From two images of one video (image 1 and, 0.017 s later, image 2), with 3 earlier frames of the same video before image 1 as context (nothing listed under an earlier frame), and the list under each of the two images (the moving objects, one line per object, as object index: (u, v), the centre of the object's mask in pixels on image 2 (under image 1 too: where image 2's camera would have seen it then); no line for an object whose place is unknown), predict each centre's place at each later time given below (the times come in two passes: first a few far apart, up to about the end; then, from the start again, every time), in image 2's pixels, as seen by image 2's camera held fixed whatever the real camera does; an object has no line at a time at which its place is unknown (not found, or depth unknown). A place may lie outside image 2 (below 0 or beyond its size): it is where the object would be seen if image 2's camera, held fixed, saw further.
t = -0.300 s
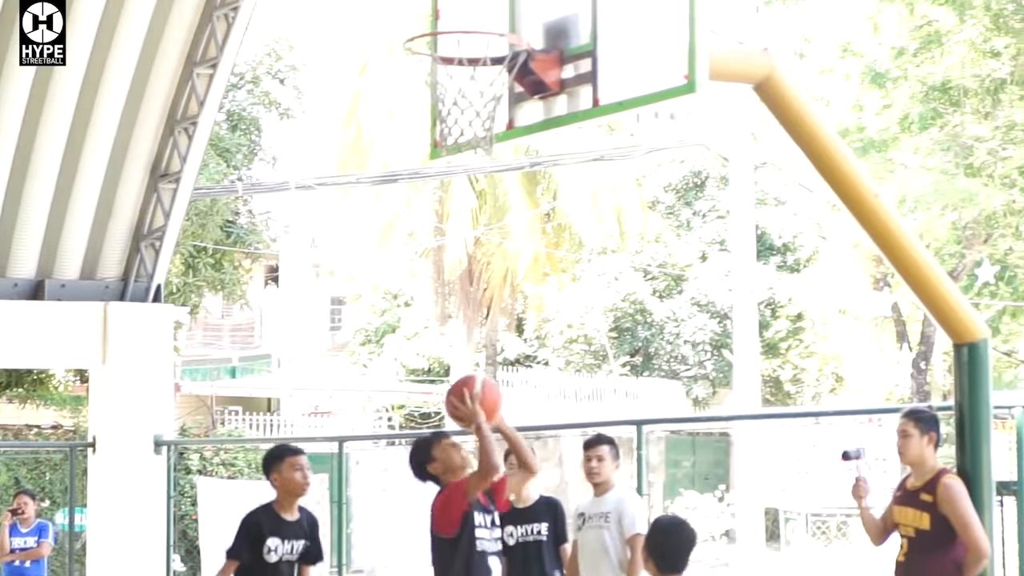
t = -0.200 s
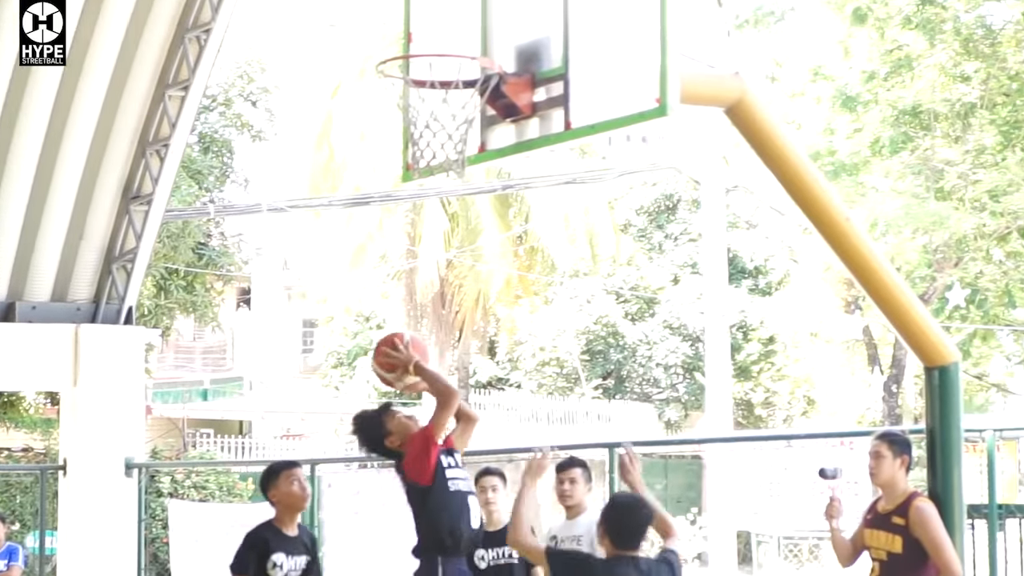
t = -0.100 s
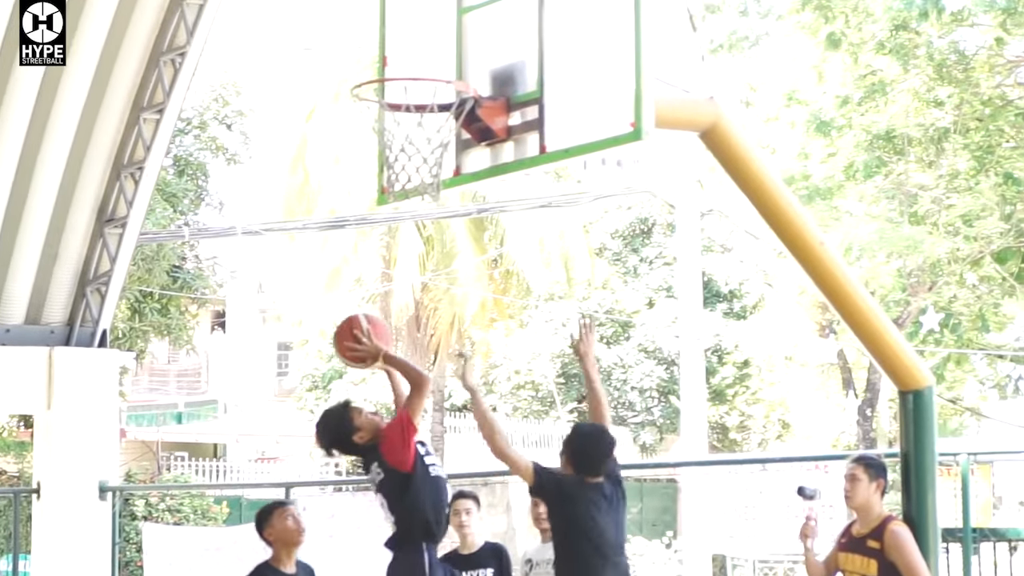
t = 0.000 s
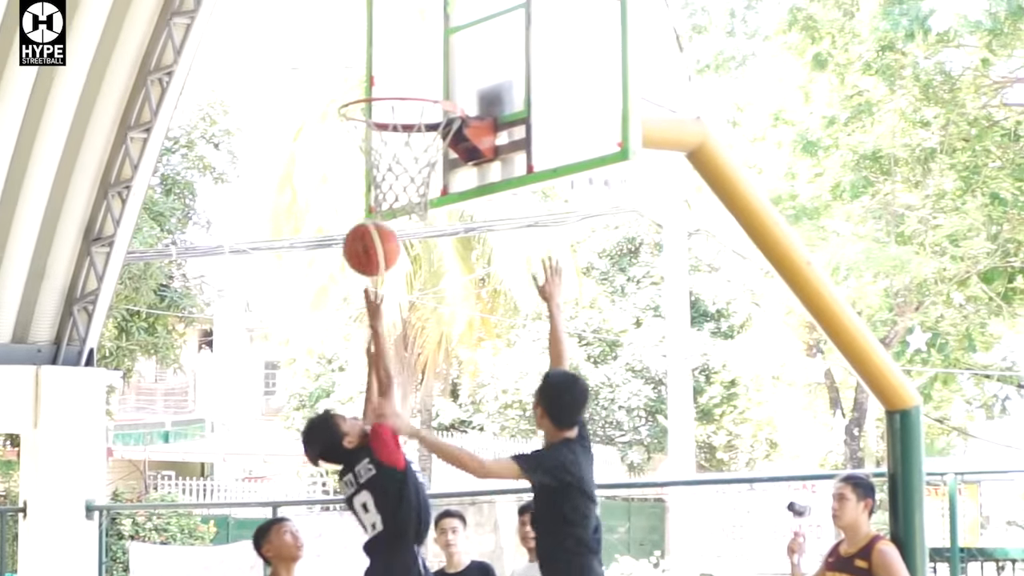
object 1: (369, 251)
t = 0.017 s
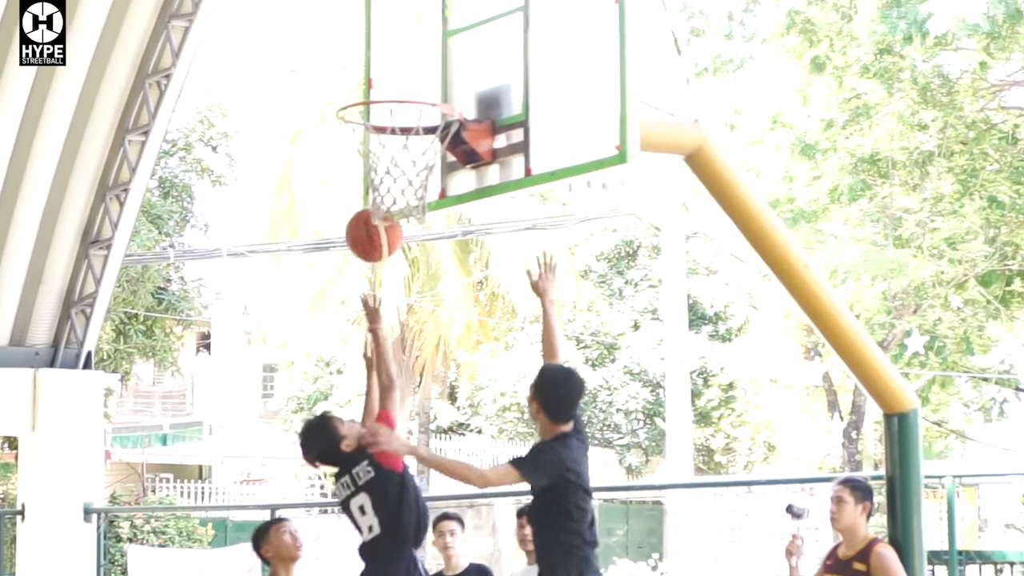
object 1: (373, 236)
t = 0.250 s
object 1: (395, 88)
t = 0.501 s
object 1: (379, 88)
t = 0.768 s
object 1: (411, 92)
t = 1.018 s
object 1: (431, 95)
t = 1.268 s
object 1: (398, 135)
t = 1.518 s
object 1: (371, 182)
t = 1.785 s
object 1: (402, 204)
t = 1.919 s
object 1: (408, 247)
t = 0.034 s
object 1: (378, 219)
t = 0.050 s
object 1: (383, 202)
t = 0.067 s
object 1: (388, 187)
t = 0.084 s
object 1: (396, 172)
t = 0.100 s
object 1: (398, 157)
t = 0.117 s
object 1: (400, 143)
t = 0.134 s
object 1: (405, 130)
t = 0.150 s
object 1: (406, 120)
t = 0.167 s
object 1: (404, 113)
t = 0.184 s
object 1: (402, 107)
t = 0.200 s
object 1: (401, 101)
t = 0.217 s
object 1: (399, 98)
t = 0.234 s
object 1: (397, 92)
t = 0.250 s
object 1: (395, 88)
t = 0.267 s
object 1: (393, 86)
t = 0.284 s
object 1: (391, 83)
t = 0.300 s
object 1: (389, 82)
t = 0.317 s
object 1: (387, 81)
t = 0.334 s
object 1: (385, 81)
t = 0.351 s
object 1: (383, 81)
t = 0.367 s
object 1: (382, 82)
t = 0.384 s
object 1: (380, 83)
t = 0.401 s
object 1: (378, 86)
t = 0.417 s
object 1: (376, 89)
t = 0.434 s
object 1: (374, 93)
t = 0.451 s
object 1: (375, 94)
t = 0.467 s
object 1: (376, 91)
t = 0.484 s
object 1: (378, 90)
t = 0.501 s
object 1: (379, 88)
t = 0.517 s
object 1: (381, 88)
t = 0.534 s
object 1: (383, 88)
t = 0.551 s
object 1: (384, 89)
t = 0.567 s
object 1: (385, 91)
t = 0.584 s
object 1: (387, 93)
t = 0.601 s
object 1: (389, 91)
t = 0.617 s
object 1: (391, 91)
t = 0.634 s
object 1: (393, 91)
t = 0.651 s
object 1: (395, 92)
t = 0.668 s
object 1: (398, 93)
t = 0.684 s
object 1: (400, 92)
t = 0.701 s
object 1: (403, 92)
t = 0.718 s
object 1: (405, 92)
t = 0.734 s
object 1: (407, 93)
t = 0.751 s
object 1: (408, 92)
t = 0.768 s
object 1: (411, 92)
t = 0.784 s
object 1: (413, 93)
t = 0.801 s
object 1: (415, 92)
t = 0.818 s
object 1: (419, 93)
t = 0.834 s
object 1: (420, 93)
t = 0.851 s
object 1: (422, 95)
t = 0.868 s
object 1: (424, 94)
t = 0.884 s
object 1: (425, 93)
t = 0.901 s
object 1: (426, 93)
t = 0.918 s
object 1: (428, 93)
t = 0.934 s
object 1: (429, 92)
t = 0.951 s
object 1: (430, 93)
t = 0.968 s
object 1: (430, 93)
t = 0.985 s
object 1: (431, 93)
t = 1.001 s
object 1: (431, 94)
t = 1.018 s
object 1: (431, 95)
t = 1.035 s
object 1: (430, 95)
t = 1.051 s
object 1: (430, 96)
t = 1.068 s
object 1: (428, 97)
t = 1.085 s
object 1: (427, 98)
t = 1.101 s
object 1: (425, 99)
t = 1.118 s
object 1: (423, 100)
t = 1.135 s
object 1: (421, 102)
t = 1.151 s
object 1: (419, 105)
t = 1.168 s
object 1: (417, 108)
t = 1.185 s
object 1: (413, 111)
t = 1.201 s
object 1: (409, 115)
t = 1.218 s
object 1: (407, 119)
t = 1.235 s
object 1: (405, 125)
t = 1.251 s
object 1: (402, 129)
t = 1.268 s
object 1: (398, 135)
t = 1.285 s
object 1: (393, 138)
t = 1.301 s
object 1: (390, 143)
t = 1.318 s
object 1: (387, 146)
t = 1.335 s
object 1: (384, 149)
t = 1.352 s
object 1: (382, 153)
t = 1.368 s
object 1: (378, 156)
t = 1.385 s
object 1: (376, 159)
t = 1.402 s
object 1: (373, 162)
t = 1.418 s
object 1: (371, 165)
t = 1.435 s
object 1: (368, 168)
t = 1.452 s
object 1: (367, 171)
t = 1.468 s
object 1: (367, 174)
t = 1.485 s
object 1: (368, 176)
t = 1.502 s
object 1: (369, 179)
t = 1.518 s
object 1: (371, 182)
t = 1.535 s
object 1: (373, 184)
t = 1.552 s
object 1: (375, 186)
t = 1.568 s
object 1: (377, 188)
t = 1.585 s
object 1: (379, 190)
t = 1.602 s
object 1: (382, 192)
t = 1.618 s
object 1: (384, 192)
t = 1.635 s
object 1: (387, 193)
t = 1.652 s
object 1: (389, 194)
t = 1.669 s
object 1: (391, 195)
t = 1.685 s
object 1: (394, 196)
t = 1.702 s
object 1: (396, 196)
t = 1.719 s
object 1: (397, 198)
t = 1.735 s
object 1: (399, 199)
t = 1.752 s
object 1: (401, 200)
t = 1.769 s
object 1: (401, 202)
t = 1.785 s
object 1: (402, 204)
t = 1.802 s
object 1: (403, 207)
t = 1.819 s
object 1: (403, 211)
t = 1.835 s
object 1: (405, 215)
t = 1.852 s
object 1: (406, 220)
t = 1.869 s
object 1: (406, 230)
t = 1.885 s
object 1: (406, 234)
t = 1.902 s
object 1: (407, 239)
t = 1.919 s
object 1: (408, 247)
